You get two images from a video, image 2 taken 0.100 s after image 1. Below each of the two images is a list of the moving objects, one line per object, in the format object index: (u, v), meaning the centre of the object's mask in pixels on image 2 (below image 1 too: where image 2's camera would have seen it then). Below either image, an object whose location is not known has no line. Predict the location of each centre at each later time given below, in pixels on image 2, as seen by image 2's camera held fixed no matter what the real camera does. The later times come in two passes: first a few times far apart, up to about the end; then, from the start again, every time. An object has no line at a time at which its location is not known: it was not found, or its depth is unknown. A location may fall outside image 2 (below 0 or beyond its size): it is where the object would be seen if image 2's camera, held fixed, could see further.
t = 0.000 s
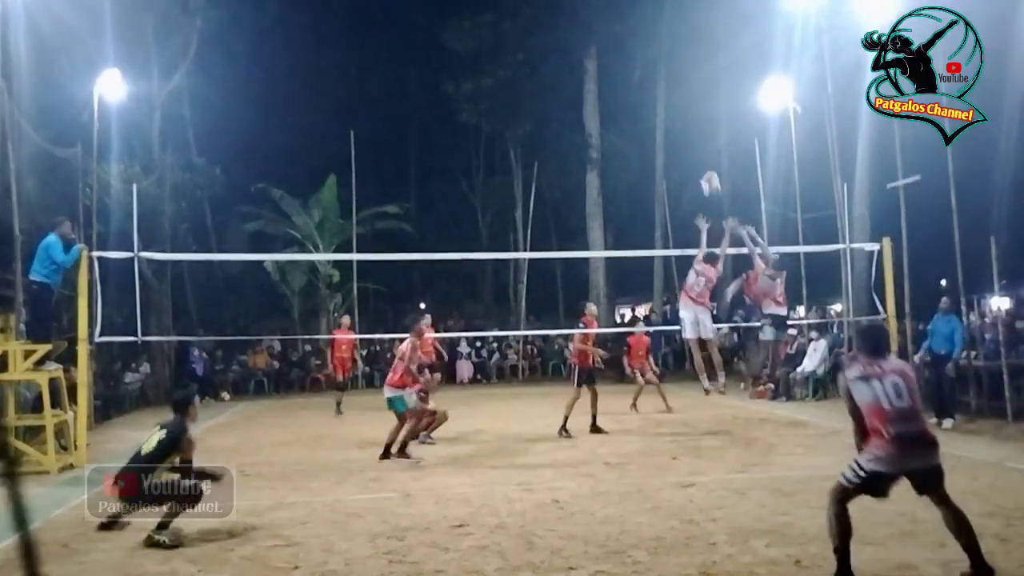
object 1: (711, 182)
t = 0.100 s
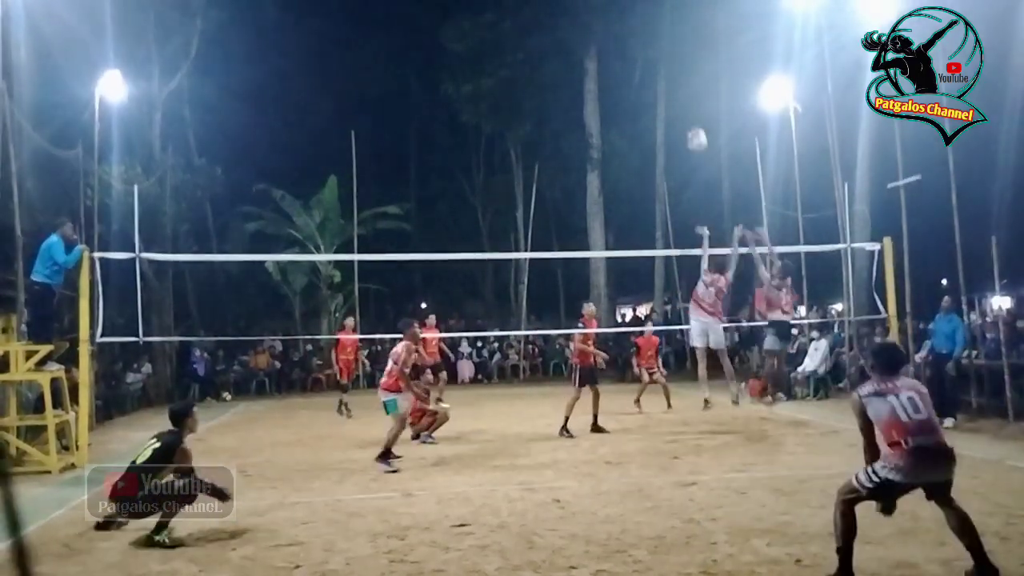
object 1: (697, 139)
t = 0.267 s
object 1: (670, 80)
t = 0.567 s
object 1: (614, 23)
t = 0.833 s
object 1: (552, 53)
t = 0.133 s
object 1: (692, 126)
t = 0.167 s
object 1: (687, 114)
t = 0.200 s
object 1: (680, 100)
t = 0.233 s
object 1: (676, 90)
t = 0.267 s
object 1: (670, 80)
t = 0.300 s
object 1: (664, 69)
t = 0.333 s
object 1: (658, 60)
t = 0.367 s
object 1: (652, 52)
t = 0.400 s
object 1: (647, 45)
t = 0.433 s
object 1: (640, 39)
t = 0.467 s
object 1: (634, 33)
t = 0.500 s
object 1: (627, 29)
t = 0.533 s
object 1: (621, 25)
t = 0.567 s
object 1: (614, 23)
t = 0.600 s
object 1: (607, 22)
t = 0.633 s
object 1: (599, 22)
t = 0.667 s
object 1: (592, 24)
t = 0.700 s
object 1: (585, 26)
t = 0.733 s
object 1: (576, 30)
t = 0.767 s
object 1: (569, 35)
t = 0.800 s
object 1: (560, 43)
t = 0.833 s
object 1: (552, 53)
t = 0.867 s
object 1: (544, 65)
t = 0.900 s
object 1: (535, 79)
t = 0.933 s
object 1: (526, 94)
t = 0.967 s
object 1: (517, 111)
